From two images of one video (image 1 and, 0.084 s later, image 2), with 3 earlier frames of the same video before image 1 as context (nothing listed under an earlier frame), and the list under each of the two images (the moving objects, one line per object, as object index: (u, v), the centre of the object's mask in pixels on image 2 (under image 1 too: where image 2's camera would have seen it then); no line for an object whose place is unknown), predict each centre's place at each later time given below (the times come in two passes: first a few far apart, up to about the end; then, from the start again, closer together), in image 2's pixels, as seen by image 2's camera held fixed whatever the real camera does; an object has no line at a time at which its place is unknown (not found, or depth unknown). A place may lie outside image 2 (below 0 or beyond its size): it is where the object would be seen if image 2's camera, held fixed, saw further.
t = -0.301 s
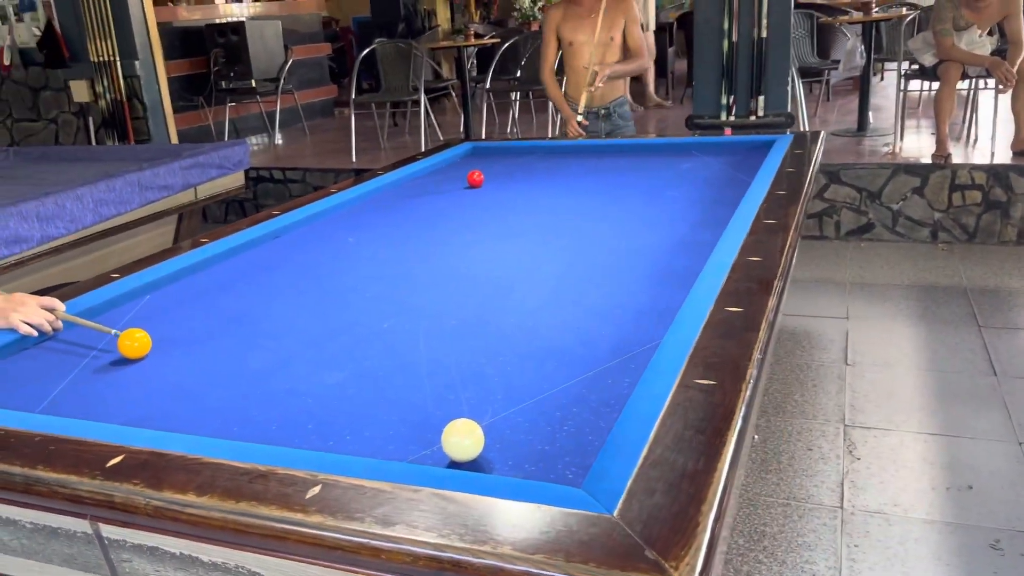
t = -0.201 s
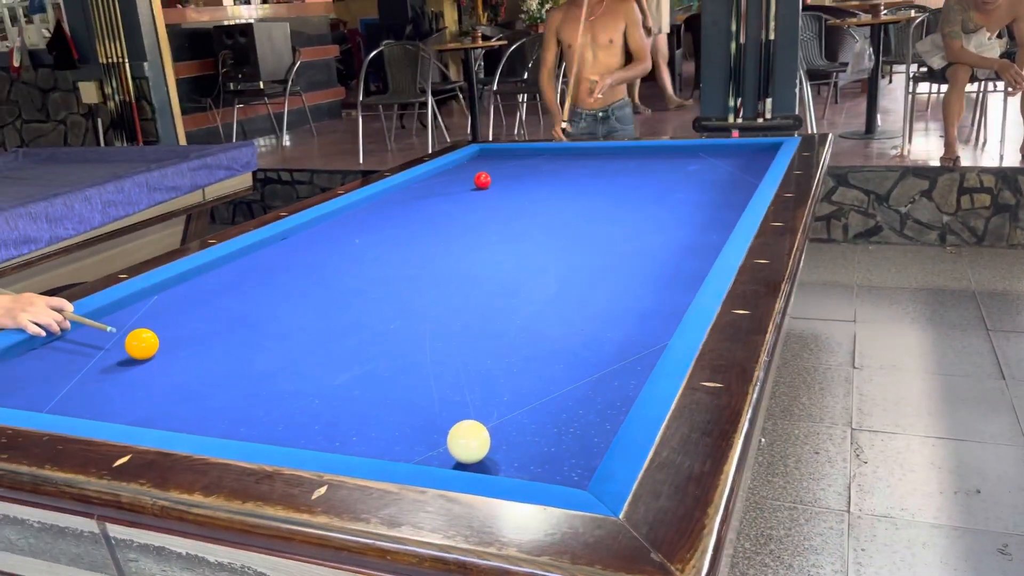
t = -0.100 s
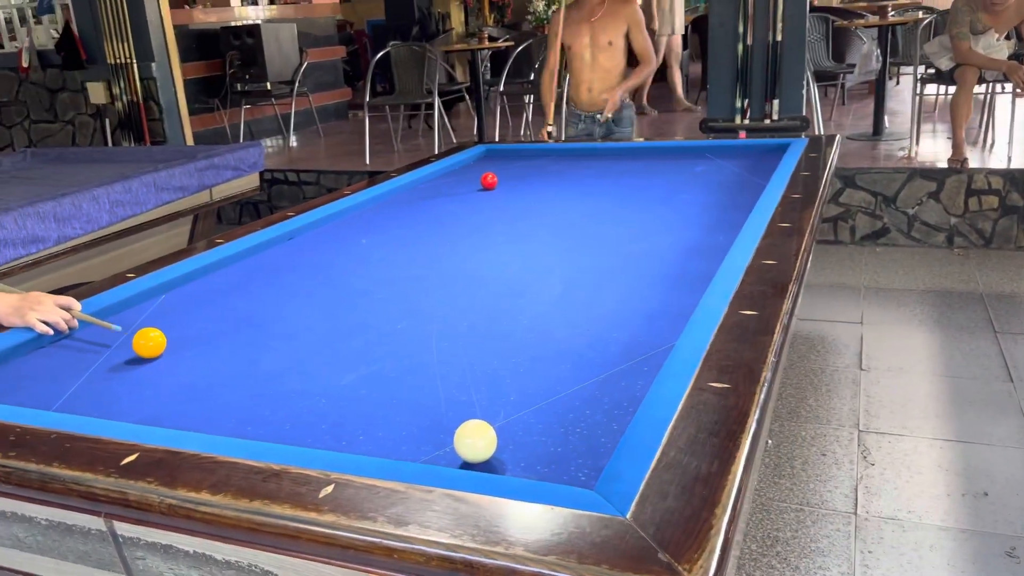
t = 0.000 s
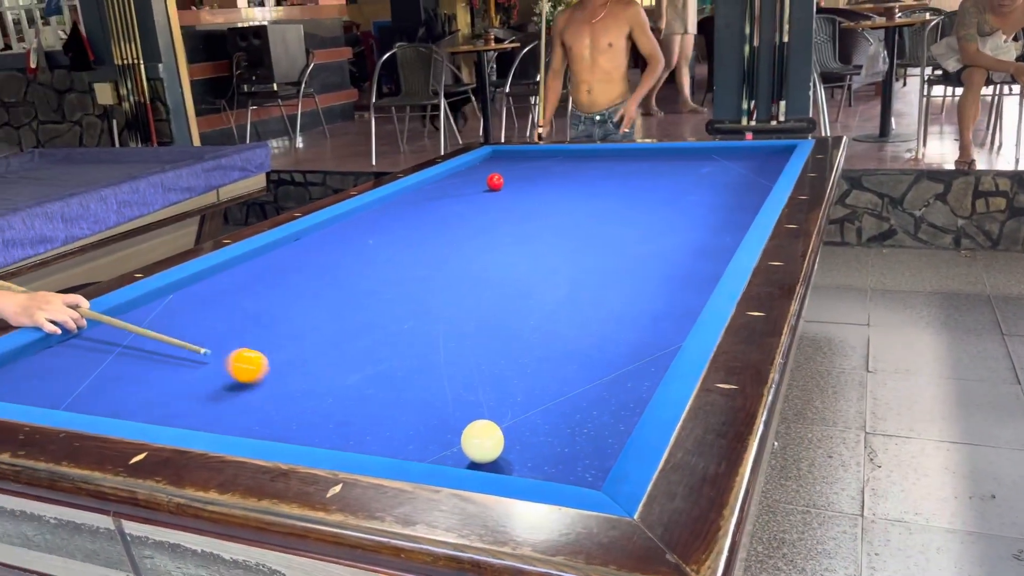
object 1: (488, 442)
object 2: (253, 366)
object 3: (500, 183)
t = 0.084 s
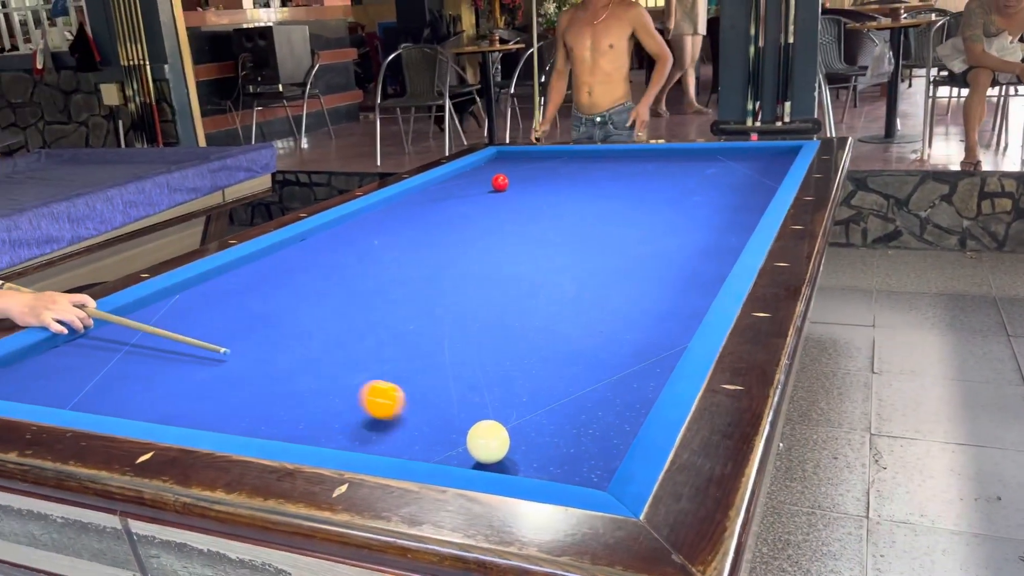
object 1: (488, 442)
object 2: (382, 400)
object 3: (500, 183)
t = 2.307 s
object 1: (448, 181)
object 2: (509, 163)
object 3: (529, 172)
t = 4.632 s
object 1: (583, 174)
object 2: (690, 288)
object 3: (577, 164)
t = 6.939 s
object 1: (675, 171)
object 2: (365, 424)
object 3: (576, 186)
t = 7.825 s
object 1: (697, 170)
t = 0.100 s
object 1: (488, 442)
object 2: (411, 407)
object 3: (500, 183)
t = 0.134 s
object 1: (489, 443)
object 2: (468, 418)
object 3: (500, 183)
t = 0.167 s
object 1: (514, 463)
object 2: (517, 414)
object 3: (500, 183)
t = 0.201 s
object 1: (554, 454)
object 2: (558, 404)
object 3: (500, 183)
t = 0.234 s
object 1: (591, 438)
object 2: (596, 395)
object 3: (500, 183)
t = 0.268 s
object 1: (623, 423)
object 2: (632, 385)
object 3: (500, 183)
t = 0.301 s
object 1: (618, 409)
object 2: (648, 377)
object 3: (500, 183)
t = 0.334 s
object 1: (610, 396)
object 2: (635, 363)
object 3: (500, 183)
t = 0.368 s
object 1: (602, 384)
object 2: (624, 351)
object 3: (500, 182)
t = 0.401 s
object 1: (596, 374)
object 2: (615, 339)
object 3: (500, 182)
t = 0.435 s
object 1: (590, 364)
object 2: (607, 329)
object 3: (500, 182)
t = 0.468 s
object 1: (585, 356)
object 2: (601, 320)
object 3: (500, 183)
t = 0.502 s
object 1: (581, 348)
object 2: (595, 311)
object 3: (500, 182)
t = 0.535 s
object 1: (576, 340)
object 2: (591, 303)
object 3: (500, 182)
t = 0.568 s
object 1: (572, 333)
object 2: (586, 295)
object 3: (500, 182)
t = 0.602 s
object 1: (568, 326)
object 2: (582, 288)
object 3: (500, 182)
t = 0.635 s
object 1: (565, 320)
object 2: (578, 281)
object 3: (500, 182)
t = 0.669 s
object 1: (561, 313)
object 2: (575, 275)
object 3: (500, 182)
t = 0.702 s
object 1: (558, 307)
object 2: (572, 269)
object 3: (500, 183)
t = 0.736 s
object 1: (555, 302)
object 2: (568, 263)
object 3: (500, 182)
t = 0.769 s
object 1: (552, 296)
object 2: (565, 258)
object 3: (500, 183)
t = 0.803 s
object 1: (549, 291)
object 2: (562, 253)
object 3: (500, 183)
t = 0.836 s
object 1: (546, 286)
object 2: (559, 248)
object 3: (500, 183)
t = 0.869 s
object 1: (543, 281)
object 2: (557, 243)
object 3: (500, 183)
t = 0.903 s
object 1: (540, 277)
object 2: (554, 239)
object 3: (500, 183)
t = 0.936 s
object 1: (538, 272)
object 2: (552, 234)
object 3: (500, 183)
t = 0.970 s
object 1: (536, 268)
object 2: (550, 230)
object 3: (500, 183)
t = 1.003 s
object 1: (533, 264)
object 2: (547, 226)
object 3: (500, 183)
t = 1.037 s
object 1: (531, 260)
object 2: (545, 222)
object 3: (500, 183)
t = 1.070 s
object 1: (529, 256)
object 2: (543, 218)
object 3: (500, 183)
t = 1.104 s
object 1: (527, 252)
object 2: (541, 215)
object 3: (500, 183)
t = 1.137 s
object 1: (525, 249)
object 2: (539, 211)
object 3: (500, 183)
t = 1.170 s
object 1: (523, 245)
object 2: (538, 208)
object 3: (500, 183)
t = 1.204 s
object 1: (521, 242)
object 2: (536, 204)
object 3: (500, 183)
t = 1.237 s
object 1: (519, 238)
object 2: (534, 201)
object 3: (500, 183)
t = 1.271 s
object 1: (518, 235)
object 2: (532, 198)
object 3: (500, 183)
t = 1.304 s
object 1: (516, 232)
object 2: (531, 196)
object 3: (500, 183)
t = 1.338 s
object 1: (514, 229)
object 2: (529, 193)
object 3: (500, 183)
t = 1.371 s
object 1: (513, 226)
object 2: (528, 190)
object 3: (500, 183)
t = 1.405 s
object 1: (511, 224)
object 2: (527, 187)
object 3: (500, 183)
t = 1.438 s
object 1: (510, 221)
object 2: (525, 185)
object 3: (500, 183)
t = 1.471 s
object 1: (508, 218)
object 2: (524, 182)
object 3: (500, 183)
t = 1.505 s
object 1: (507, 216)
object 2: (523, 180)
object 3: (500, 183)
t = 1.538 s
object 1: (506, 213)
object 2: (521, 177)
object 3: (500, 183)
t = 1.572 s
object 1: (504, 211)
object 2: (520, 175)
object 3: (500, 183)
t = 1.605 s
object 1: (503, 208)
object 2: (519, 173)
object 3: (500, 183)
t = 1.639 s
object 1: (502, 206)
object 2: (518, 171)
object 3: (500, 183)
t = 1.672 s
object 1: (501, 204)
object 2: (517, 169)
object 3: (500, 182)
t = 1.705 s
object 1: (499, 201)
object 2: (515, 167)
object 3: (500, 183)
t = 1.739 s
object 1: (498, 199)
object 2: (515, 165)
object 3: (500, 182)
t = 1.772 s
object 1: (497, 197)
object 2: (514, 163)
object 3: (500, 182)
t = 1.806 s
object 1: (496, 195)
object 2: (512, 161)
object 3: (500, 181)
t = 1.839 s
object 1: (495, 193)
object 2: (512, 159)
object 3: (501, 181)
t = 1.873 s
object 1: (494, 191)
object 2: (511, 158)
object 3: (501, 181)
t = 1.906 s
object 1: (493, 189)
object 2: (510, 156)
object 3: (502, 181)
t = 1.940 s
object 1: (492, 188)
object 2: (509, 155)
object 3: (502, 182)
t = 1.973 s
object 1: (490, 186)
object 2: (508, 153)
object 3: (503, 182)
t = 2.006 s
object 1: (484, 186)
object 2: (500, 154)
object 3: (505, 181)
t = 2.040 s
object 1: (480, 185)
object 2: (497, 155)
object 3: (508, 180)
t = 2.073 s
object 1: (475, 185)
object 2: (499, 156)
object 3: (511, 179)
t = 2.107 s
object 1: (471, 185)
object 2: (501, 157)
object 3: (514, 178)
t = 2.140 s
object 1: (467, 184)
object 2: (502, 158)
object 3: (517, 177)
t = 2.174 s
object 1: (463, 183)
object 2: (504, 159)
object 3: (519, 176)
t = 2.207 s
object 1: (460, 183)
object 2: (505, 160)
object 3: (522, 175)
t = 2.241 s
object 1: (456, 182)
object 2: (507, 161)
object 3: (524, 174)
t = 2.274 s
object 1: (452, 182)
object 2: (508, 162)
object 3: (527, 173)
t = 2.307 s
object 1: (448, 181)
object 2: (509, 163)
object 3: (529, 172)
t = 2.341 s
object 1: (444, 181)
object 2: (511, 164)
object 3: (532, 171)
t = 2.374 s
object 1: (441, 180)
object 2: (512, 165)
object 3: (534, 170)
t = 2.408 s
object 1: (437, 180)
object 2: (514, 166)
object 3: (536, 170)
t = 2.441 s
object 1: (441, 180)
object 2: (515, 167)
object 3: (539, 169)
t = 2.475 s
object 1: (444, 180)
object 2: (517, 168)
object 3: (541, 168)
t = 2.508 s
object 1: (447, 180)
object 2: (518, 169)
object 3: (544, 167)
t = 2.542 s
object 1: (450, 179)
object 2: (520, 170)
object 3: (546, 166)
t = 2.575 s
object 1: (453, 179)
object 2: (522, 171)
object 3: (548, 166)
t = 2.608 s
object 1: (455, 179)
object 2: (523, 173)
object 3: (550, 165)
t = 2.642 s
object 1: (457, 179)
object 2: (525, 174)
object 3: (552, 164)
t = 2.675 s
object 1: (460, 179)
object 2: (526, 175)
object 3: (555, 163)
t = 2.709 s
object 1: (462, 179)
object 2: (528, 176)
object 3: (557, 162)
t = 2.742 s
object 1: (465, 179)
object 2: (530, 177)
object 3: (559, 162)
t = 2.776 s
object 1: (467, 179)
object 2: (531, 178)
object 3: (561, 161)
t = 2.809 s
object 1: (470, 178)
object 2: (533, 179)
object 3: (563, 160)
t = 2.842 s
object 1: (472, 178)
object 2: (535, 181)
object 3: (565, 159)
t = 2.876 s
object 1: (474, 178)
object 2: (536, 182)
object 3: (567, 159)
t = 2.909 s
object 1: (477, 178)
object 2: (538, 183)
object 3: (569, 158)
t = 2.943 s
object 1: (479, 178)
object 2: (540, 185)
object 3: (571, 157)
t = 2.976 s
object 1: (481, 178)
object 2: (542, 186)
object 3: (573, 156)
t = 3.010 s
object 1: (484, 178)
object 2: (544, 187)
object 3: (575, 156)
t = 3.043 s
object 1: (486, 178)
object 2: (546, 188)
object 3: (577, 155)
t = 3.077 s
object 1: (488, 178)
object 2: (547, 190)
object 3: (579, 155)
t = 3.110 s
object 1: (491, 177)
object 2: (549, 191)
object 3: (581, 154)
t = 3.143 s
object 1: (493, 177)
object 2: (551, 192)
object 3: (583, 153)
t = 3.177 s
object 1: (495, 177)
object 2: (553, 194)
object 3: (585, 152)
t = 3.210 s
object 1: (497, 177)
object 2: (556, 195)
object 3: (586, 152)
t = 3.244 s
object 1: (500, 177)
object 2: (558, 197)
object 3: (586, 152)
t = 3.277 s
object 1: (502, 177)
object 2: (560, 198)
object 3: (586, 152)
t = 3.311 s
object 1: (504, 177)
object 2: (562, 200)
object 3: (586, 152)
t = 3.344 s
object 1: (506, 177)
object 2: (564, 201)
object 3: (585, 153)
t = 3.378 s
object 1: (508, 177)
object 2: (566, 203)
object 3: (585, 153)
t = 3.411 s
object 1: (511, 177)
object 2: (568, 204)
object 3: (585, 154)
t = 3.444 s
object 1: (513, 176)
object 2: (571, 206)
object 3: (585, 154)
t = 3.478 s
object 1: (515, 176)
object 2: (573, 208)
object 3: (585, 154)
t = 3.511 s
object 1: (517, 176)
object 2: (575, 209)
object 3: (585, 155)
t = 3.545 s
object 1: (519, 176)
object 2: (578, 211)
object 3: (584, 155)
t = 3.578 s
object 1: (521, 176)
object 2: (580, 212)
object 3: (584, 156)
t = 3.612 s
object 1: (523, 176)
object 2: (583, 214)
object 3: (584, 156)
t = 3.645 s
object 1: (526, 176)
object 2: (585, 216)
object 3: (584, 156)
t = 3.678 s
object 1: (528, 176)
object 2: (588, 217)
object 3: (584, 157)
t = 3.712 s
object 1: (530, 176)
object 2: (590, 219)
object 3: (584, 157)
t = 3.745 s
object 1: (532, 175)
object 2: (593, 221)
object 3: (584, 157)
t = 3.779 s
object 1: (534, 176)
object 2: (596, 223)
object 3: (583, 158)
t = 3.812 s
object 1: (536, 175)
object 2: (599, 225)
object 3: (583, 158)
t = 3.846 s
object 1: (538, 175)
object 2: (601, 227)
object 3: (583, 159)
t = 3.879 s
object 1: (541, 175)
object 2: (606, 230)
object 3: (583, 159)
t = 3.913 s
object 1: (543, 175)
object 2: (609, 232)
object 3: (583, 159)
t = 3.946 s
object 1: (545, 175)
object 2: (612, 234)
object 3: (583, 160)
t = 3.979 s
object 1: (547, 175)
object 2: (615, 236)
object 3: (582, 160)
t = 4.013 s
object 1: (549, 175)
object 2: (618, 238)
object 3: (582, 160)
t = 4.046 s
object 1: (551, 175)
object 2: (621, 240)
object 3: (582, 161)
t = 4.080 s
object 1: (553, 175)
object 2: (624, 243)
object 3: (582, 161)
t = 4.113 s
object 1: (555, 175)
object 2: (628, 245)
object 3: (581, 161)
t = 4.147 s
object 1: (556, 174)
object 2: (631, 247)
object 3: (581, 162)
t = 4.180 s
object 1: (558, 174)
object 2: (635, 250)
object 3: (581, 162)
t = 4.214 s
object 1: (560, 174)
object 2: (638, 252)
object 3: (581, 163)
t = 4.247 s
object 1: (562, 174)
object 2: (642, 254)
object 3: (581, 163)
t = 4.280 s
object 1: (564, 174)
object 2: (645, 257)
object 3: (581, 163)
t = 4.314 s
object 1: (566, 174)
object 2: (649, 260)
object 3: (581, 164)
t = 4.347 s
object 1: (568, 174)
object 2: (653, 262)
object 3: (581, 164)
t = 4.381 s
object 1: (569, 174)
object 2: (657, 265)
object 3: (581, 164)
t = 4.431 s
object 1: (572, 174)
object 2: (663, 270)
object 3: (581, 164)
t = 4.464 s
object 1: (574, 174)
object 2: (668, 272)
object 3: (581, 164)
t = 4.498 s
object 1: (576, 174)
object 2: (672, 275)
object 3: (581, 163)
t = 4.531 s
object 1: (578, 174)
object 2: (676, 278)
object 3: (581, 163)
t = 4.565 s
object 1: (580, 174)
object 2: (681, 281)
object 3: (580, 163)
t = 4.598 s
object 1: (582, 174)
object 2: (685, 284)
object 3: (579, 163)
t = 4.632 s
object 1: (583, 174)
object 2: (690, 288)
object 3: (577, 164)
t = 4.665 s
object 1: (585, 174)
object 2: (695, 291)
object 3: (577, 165)
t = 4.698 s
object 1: (587, 174)
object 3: (577, 166)
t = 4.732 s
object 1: (588, 174)
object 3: (577, 167)
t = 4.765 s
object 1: (590, 174)
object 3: (577, 168)
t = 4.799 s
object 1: (591, 174)
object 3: (577, 168)
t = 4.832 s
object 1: (593, 173)
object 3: (578, 169)
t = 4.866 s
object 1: (595, 173)
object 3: (578, 169)
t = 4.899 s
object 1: (596, 173)
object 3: (578, 170)
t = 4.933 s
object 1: (598, 173)
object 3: (578, 170)
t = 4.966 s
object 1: (600, 173)
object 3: (578, 170)
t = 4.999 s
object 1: (601, 173)
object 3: (577, 170)
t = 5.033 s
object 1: (603, 173)
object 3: (577, 171)
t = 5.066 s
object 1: (604, 173)
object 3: (577, 171)
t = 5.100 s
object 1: (606, 173)
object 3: (577, 171)
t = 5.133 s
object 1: (608, 173)
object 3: (577, 172)
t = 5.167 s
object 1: (609, 173)
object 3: (577, 172)
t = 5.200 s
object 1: (611, 173)
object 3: (577, 172)
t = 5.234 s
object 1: (612, 173)
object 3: (577, 173)
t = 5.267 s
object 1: (614, 173)
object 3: (577, 173)
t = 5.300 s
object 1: (615, 173)
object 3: (576, 173)
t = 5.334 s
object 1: (617, 173)
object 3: (576, 173)
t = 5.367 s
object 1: (618, 173)
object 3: (576, 174)
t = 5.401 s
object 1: (620, 173)
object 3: (576, 174)
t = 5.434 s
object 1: (621, 172)
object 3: (576, 174)
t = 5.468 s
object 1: (623, 172)
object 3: (576, 175)
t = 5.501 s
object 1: (624, 172)
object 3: (576, 175)
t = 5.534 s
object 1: (626, 172)
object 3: (576, 175)
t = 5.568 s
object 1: (627, 172)
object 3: (576, 176)
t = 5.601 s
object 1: (628, 172)
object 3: (576, 176)
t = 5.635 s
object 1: (630, 172)
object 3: (576, 176)
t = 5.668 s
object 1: (631, 172)
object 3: (575, 177)
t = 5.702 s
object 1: (633, 172)
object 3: (575, 177)
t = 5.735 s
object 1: (634, 172)
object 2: (537, 368)
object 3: (575, 177)
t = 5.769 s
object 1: (635, 172)
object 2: (531, 370)
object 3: (576, 178)
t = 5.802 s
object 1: (637, 172)
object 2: (525, 373)
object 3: (575, 178)
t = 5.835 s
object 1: (638, 172)
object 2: (519, 376)
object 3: (575, 178)
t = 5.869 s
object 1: (640, 172)
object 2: (513, 378)
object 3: (575, 178)
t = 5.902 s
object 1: (641, 172)
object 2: (507, 381)
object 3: (575, 179)
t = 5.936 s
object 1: (642, 172)
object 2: (500, 384)
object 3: (575, 179)
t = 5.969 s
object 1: (644, 172)
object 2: (494, 387)
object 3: (575, 179)
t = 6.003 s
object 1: (645, 172)
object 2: (487, 390)
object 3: (575, 179)
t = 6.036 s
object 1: (646, 172)
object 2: (481, 393)
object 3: (575, 180)
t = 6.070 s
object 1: (647, 171)
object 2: (474, 395)
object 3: (575, 180)
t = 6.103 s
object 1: (649, 171)
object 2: (468, 398)
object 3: (575, 180)
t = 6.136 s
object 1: (650, 171)
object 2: (461, 401)
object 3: (575, 180)
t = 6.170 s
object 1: (651, 171)
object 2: (455, 404)
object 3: (575, 181)
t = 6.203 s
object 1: (652, 171)
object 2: (448, 407)
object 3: (575, 181)
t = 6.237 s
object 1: (653, 171)
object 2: (441, 410)
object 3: (575, 181)
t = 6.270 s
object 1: (655, 171)
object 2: (434, 414)
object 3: (575, 181)
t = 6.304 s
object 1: (656, 171)
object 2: (427, 417)
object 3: (575, 182)
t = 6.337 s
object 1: (657, 171)
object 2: (420, 420)
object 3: (575, 182)
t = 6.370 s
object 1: (658, 171)
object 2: (412, 423)
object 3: (575, 182)
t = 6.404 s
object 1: (659, 171)
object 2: (406, 426)
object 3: (575, 182)
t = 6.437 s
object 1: (660, 171)
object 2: (398, 429)
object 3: (575, 183)
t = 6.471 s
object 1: (661, 171)
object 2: (391, 433)
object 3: (575, 183)
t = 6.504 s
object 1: (662, 171)
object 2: (383, 435)
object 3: (575, 183)
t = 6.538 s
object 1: (663, 171)
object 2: (376, 437)
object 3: (576, 183)
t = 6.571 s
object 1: (664, 171)
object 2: (369, 438)
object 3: (576, 184)
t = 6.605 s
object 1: (665, 171)
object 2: (362, 439)
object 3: (575, 184)
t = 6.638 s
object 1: (666, 171)
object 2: (361, 438)
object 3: (575, 184)
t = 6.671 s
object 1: (667, 171)
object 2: (362, 437)
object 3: (576, 184)
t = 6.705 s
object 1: (668, 171)
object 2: (362, 436)
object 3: (575, 184)
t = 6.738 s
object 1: (669, 171)
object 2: (363, 435)
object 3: (576, 185)
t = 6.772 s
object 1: (670, 171)
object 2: (363, 433)
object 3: (576, 185)
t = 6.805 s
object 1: (671, 171)
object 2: (363, 432)
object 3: (576, 185)
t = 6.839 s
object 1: (672, 171)
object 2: (364, 430)
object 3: (576, 186)
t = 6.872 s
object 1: (673, 171)
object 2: (364, 428)
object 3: (576, 186)
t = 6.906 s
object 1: (674, 171)
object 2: (365, 426)
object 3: (576, 186)
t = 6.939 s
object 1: (675, 171)
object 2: (365, 424)
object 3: (576, 186)
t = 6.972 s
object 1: (676, 171)
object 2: (366, 422)
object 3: (576, 186)
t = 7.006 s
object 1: (677, 171)
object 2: (366, 420)
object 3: (577, 187)
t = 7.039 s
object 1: (678, 171)
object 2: (367, 418)
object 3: (576, 187)
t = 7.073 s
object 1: (679, 171)
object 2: (367, 416)
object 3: (576, 187)
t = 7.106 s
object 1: (680, 171)
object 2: (368, 414)
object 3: (577, 187)
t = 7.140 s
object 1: (680, 171)
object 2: (369, 413)
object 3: (577, 187)
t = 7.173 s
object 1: (681, 171)
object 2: (369, 411)
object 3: (577, 188)
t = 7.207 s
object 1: (682, 171)
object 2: (370, 409)
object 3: (577, 188)
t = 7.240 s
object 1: (683, 171)
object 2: (370, 407)
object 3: (577, 188)
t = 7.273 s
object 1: (684, 171)
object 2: (370, 406)
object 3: (577, 188)
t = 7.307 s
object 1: (685, 171)
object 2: (371, 404)
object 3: (577, 189)
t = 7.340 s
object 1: (685, 171)
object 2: (371, 402)
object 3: (577, 189)
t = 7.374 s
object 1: (686, 171)
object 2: (372, 401)
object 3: (577, 189)
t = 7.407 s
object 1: (687, 171)
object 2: (372, 399)
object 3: (577, 189)
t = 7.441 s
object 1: (687, 171)
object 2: (372, 398)
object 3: (577, 190)
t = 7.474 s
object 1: (688, 171)
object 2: (372, 396)
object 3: (578, 190)
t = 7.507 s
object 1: (689, 171)
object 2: (373, 394)
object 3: (578, 190)
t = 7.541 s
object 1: (690, 170)
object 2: (373, 393)
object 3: (578, 190)
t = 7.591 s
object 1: (690, 171)
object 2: (374, 392)
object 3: (578, 190)
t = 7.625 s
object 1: (691, 170)
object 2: (374, 390)
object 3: (578, 191)
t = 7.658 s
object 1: (692, 170)
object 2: (375, 389)
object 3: (578, 191)
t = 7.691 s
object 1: (693, 170)
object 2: (376, 387)
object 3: (579, 191)
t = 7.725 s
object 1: (694, 170)
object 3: (579, 191)
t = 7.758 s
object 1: (695, 170)
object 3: (580, 191)
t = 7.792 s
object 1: (696, 170)
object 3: (580, 191)
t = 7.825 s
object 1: (697, 170)
